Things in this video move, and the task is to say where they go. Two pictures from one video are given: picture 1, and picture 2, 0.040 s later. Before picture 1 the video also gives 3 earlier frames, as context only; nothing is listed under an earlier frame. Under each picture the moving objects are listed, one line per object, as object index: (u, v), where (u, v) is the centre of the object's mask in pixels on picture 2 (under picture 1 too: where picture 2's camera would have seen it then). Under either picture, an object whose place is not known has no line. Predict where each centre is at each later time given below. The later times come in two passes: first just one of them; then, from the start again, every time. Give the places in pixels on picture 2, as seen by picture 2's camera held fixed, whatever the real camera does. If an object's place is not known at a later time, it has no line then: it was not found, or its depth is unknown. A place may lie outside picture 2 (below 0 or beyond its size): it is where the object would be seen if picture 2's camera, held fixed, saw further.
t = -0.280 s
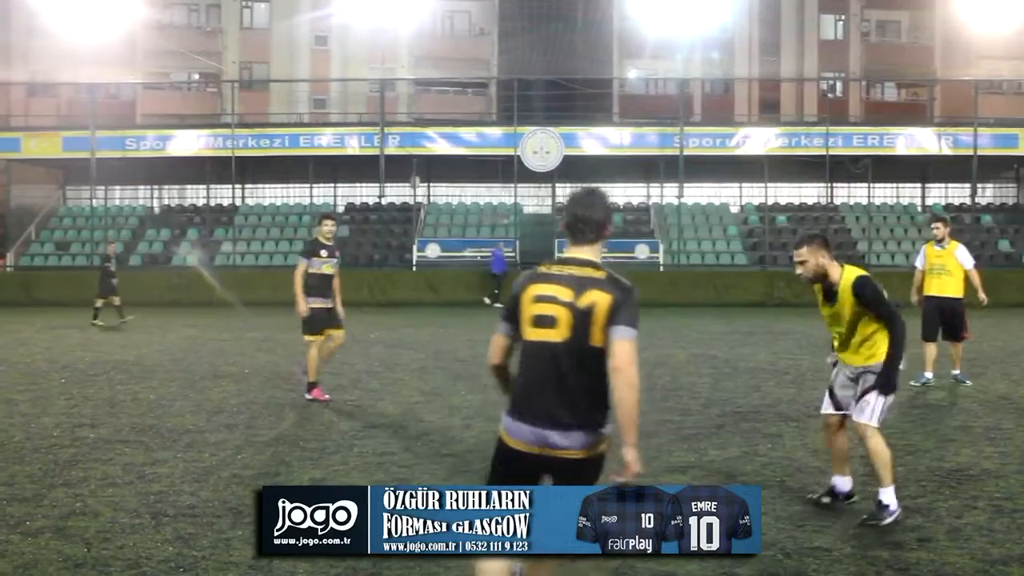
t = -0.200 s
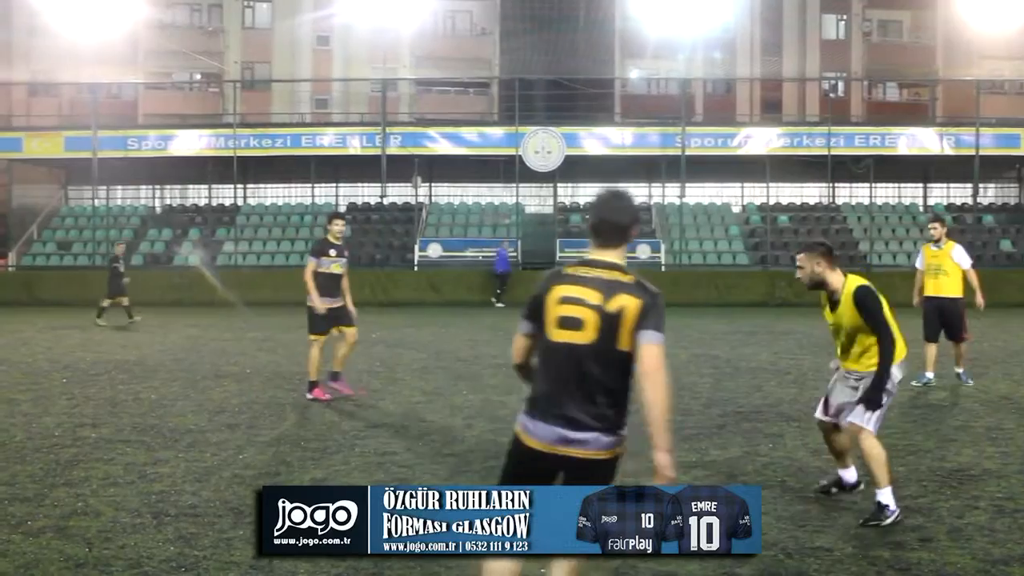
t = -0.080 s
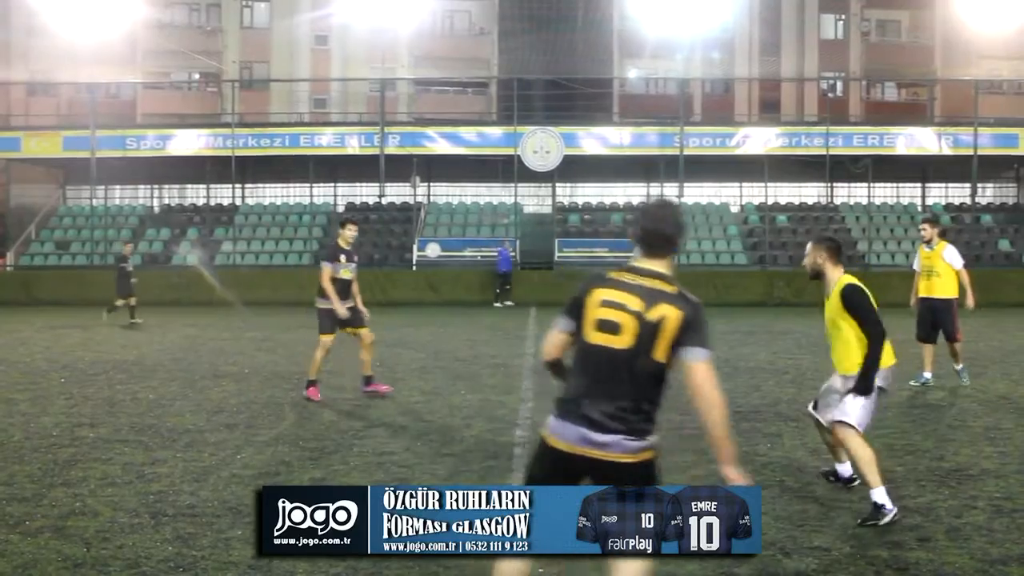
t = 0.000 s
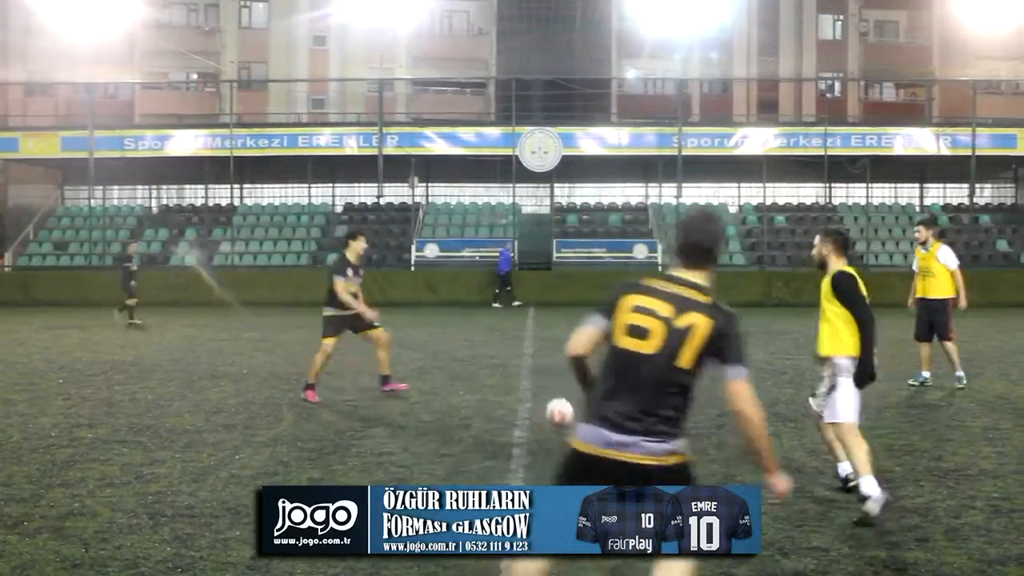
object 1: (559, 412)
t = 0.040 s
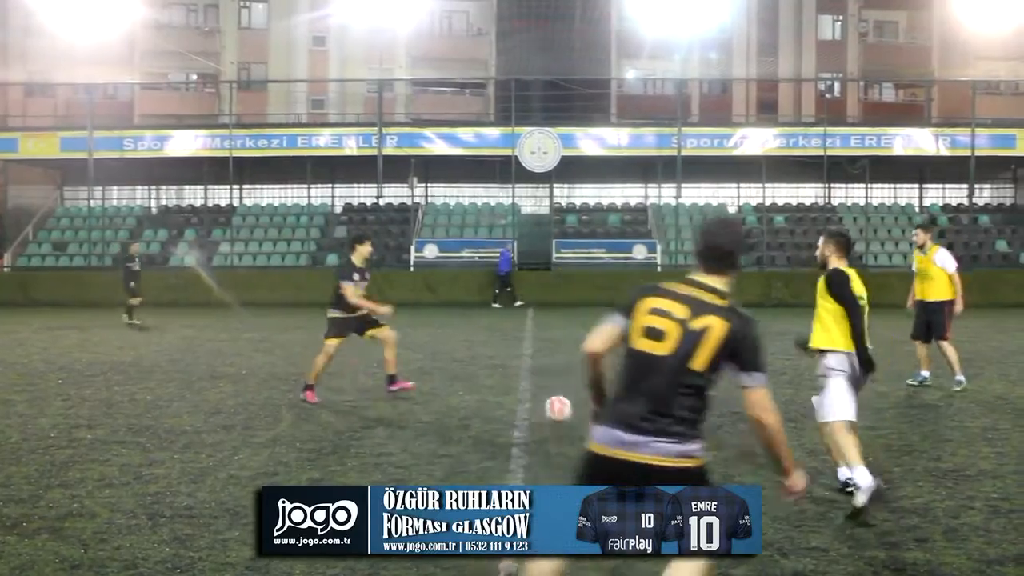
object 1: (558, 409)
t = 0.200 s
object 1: (555, 388)
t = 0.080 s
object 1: (558, 407)
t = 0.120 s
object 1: (557, 404)
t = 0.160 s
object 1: (556, 394)
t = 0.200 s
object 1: (555, 388)
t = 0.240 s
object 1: (554, 383)
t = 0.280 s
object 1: (553, 381)
